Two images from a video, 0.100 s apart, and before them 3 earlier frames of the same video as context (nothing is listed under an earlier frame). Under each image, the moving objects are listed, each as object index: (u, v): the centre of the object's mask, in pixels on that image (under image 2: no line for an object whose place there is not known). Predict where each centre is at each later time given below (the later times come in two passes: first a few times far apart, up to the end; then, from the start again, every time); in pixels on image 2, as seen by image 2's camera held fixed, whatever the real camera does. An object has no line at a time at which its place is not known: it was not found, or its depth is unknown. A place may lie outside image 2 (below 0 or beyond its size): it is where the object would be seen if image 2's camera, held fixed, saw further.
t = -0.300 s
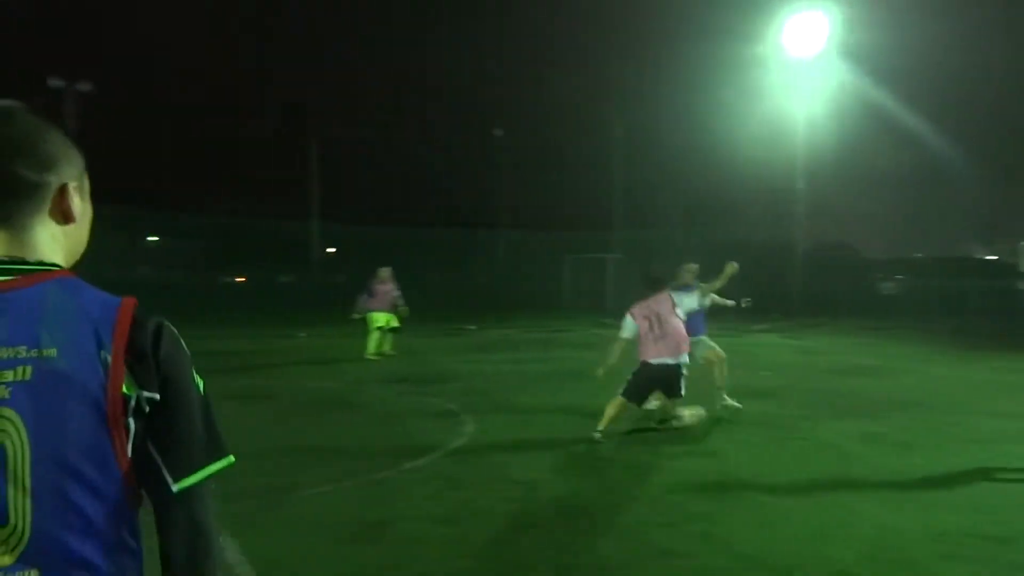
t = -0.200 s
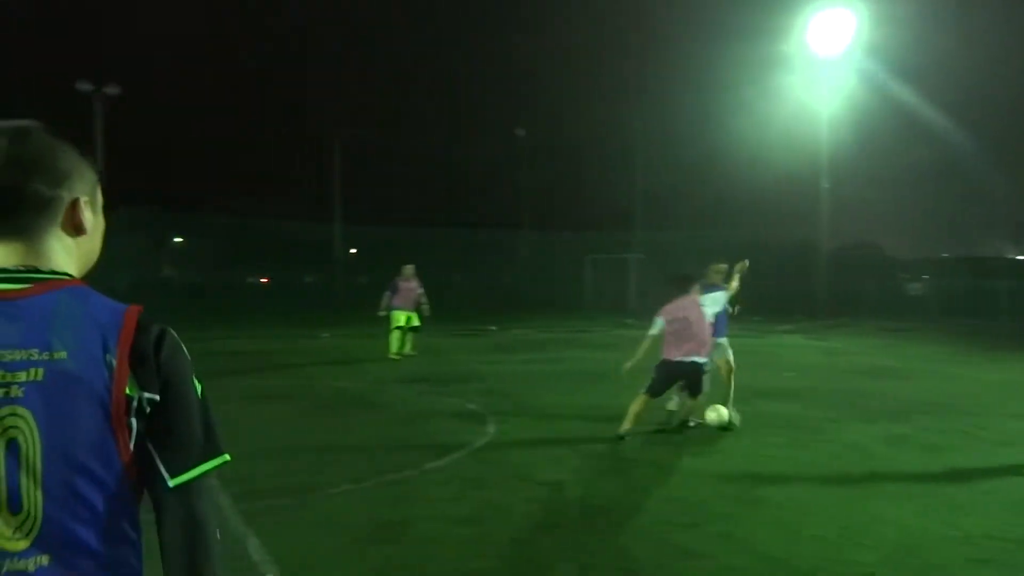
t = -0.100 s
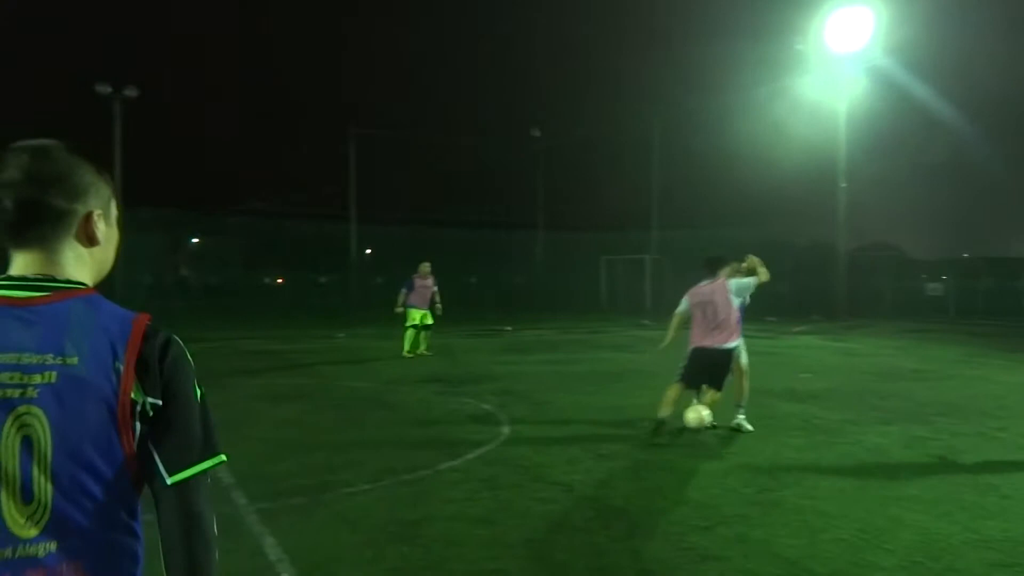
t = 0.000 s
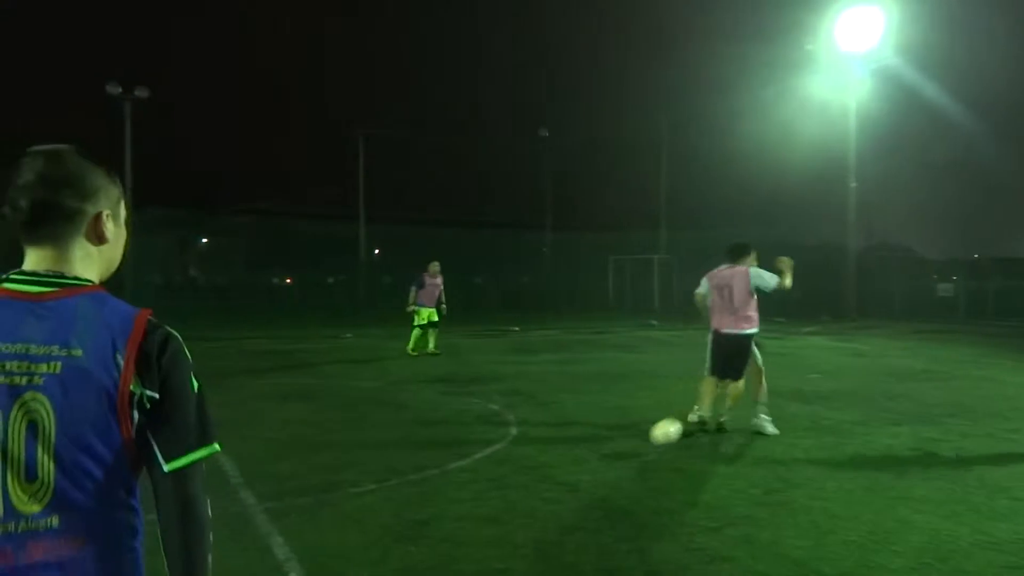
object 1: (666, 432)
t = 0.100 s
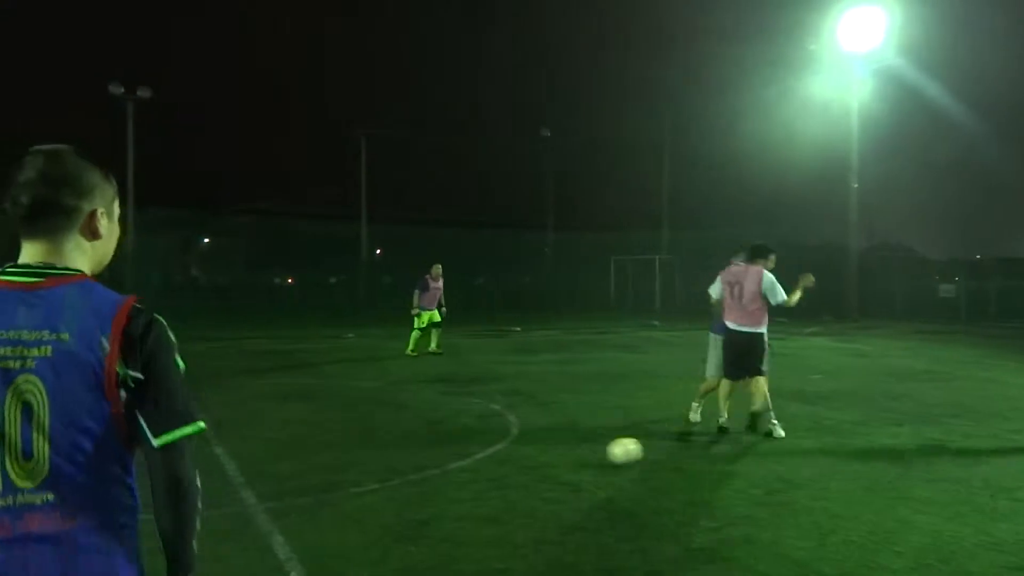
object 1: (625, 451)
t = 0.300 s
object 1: (529, 470)
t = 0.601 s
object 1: (361, 503)
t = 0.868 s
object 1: (162, 545)
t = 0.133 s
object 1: (610, 454)
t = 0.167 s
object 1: (594, 457)
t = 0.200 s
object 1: (580, 461)
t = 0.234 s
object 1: (564, 463)
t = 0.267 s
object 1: (546, 467)
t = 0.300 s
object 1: (529, 470)
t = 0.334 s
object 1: (513, 473)
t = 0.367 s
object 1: (495, 477)
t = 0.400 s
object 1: (477, 481)
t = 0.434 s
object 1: (460, 482)
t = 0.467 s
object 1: (442, 486)
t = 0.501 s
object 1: (426, 489)
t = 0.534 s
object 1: (404, 497)
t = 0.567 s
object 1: (381, 501)
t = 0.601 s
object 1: (361, 503)
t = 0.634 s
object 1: (339, 506)
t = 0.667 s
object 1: (314, 513)
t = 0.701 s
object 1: (291, 521)
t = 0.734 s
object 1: (266, 523)
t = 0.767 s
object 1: (241, 525)
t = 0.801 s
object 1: (216, 529)
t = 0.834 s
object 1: (189, 537)
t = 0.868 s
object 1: (162, 545)
